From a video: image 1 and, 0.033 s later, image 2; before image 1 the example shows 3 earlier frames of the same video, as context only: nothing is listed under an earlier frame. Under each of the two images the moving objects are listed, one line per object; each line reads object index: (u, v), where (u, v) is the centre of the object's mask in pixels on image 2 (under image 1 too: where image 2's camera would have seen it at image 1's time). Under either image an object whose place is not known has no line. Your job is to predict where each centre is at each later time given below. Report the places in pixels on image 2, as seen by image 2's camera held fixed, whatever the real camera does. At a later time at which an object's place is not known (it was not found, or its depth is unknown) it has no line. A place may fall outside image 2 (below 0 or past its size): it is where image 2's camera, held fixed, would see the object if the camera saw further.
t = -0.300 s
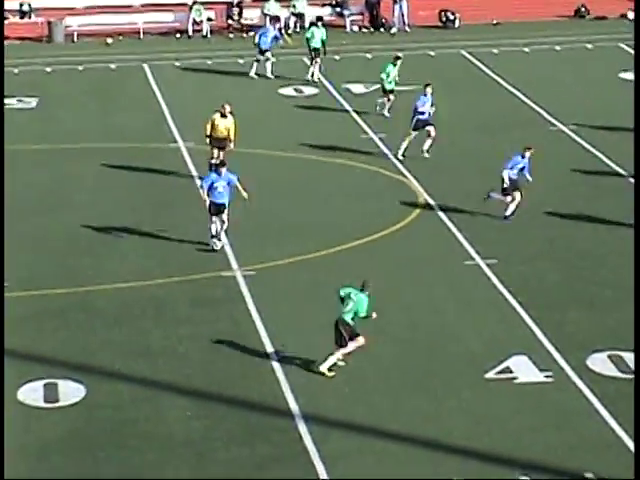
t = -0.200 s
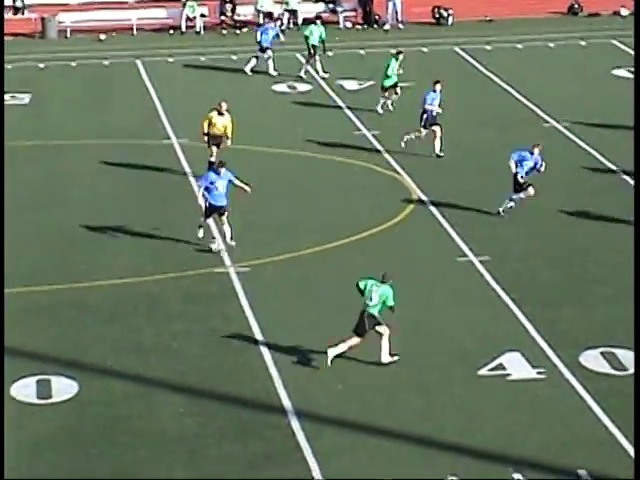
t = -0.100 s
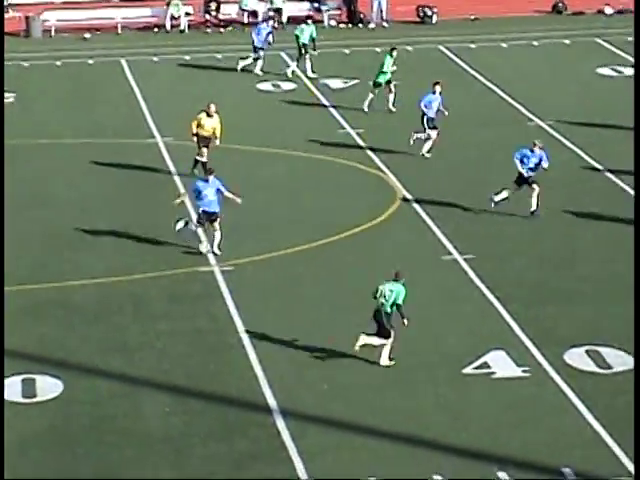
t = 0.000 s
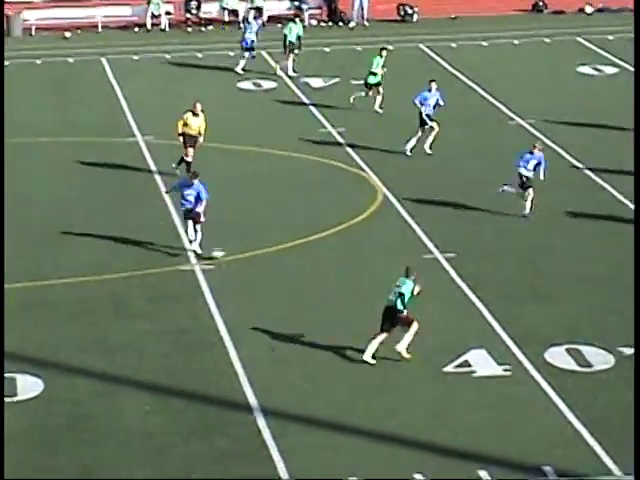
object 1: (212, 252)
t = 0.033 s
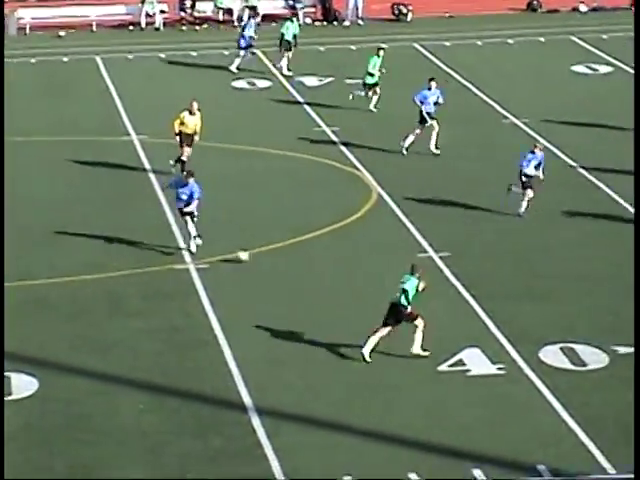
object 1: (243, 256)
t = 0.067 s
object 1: (273, 260)
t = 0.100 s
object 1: (304, 264)
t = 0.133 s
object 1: (335, 267)
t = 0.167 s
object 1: (363, 269)
